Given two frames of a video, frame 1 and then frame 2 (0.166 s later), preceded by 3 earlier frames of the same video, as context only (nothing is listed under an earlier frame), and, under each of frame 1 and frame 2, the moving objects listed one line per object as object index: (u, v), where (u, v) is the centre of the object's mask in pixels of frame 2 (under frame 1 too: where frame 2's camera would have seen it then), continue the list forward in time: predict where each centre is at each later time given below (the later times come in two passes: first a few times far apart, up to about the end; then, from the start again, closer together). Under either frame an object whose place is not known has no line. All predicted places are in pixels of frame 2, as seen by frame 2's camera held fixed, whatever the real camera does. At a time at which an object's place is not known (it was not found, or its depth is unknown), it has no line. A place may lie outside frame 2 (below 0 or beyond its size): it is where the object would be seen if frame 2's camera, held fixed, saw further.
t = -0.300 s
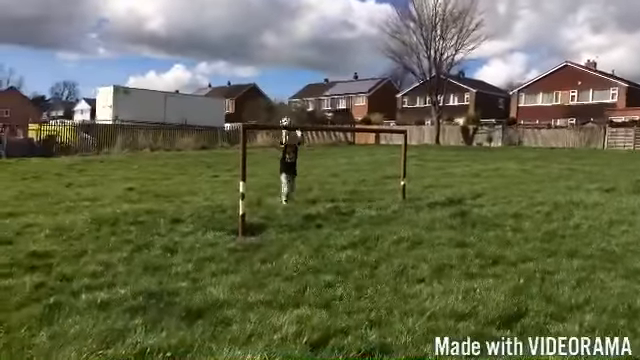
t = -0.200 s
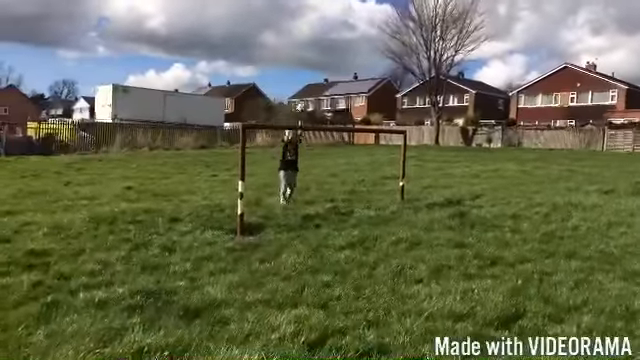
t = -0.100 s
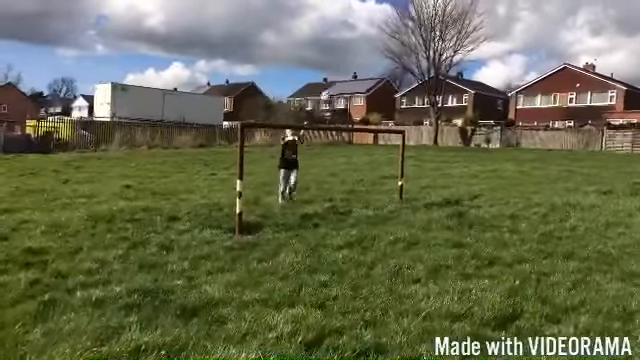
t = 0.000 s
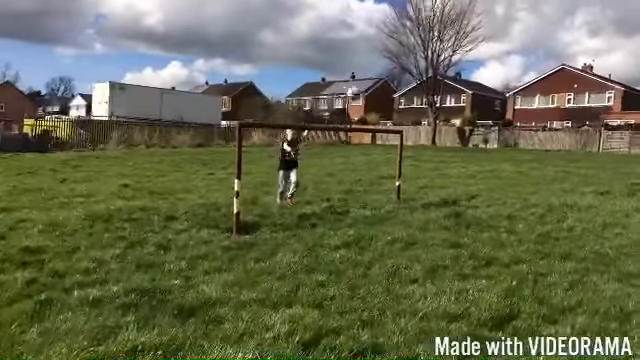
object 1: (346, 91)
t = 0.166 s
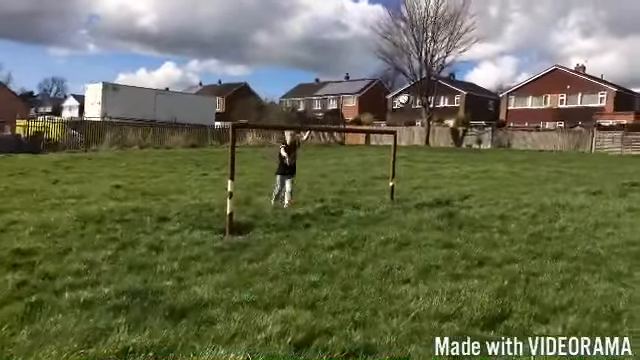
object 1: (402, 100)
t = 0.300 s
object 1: (457, 124)
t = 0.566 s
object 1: (615, 253)
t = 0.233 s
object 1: (430, 111)
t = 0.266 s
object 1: (443, 116)
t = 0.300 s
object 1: (457, 124)
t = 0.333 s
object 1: (474, 136)
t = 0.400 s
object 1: (509, 159)
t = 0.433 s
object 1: (527, 174)
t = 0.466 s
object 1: (547, 190)
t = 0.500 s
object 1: (570, 209)
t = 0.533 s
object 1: (591, 231)
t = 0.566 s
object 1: (615, 253)
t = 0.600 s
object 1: (630, 255)
